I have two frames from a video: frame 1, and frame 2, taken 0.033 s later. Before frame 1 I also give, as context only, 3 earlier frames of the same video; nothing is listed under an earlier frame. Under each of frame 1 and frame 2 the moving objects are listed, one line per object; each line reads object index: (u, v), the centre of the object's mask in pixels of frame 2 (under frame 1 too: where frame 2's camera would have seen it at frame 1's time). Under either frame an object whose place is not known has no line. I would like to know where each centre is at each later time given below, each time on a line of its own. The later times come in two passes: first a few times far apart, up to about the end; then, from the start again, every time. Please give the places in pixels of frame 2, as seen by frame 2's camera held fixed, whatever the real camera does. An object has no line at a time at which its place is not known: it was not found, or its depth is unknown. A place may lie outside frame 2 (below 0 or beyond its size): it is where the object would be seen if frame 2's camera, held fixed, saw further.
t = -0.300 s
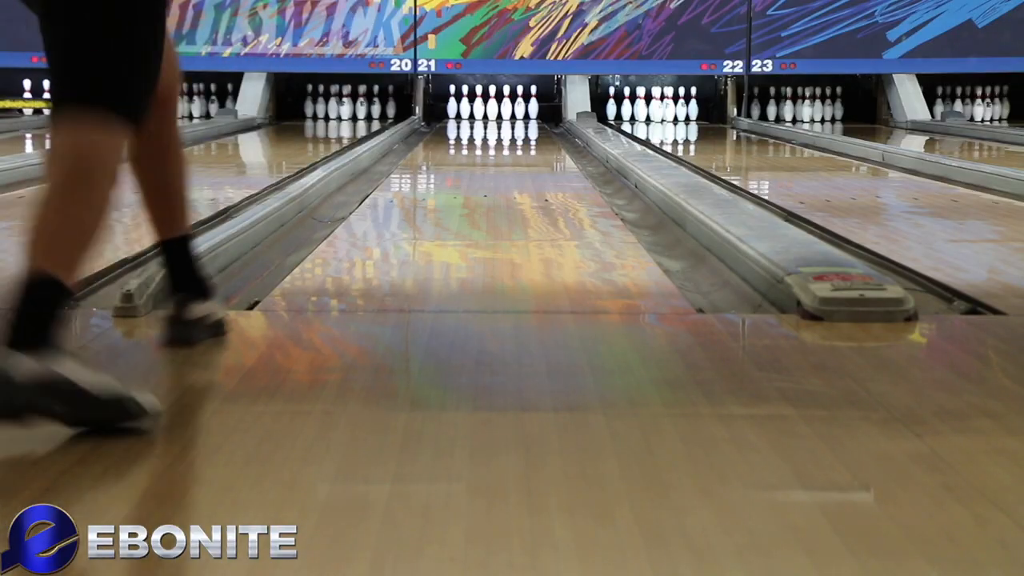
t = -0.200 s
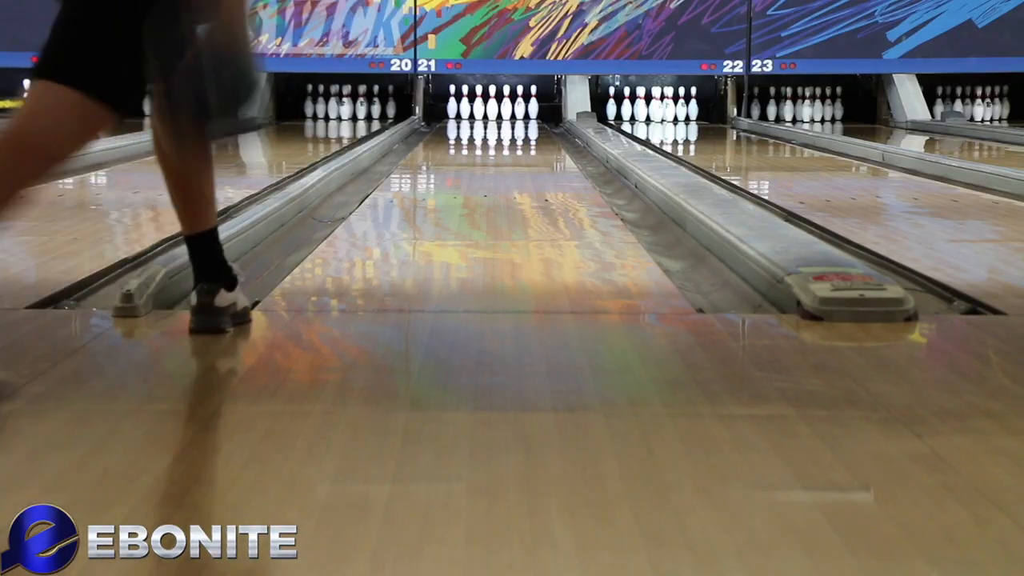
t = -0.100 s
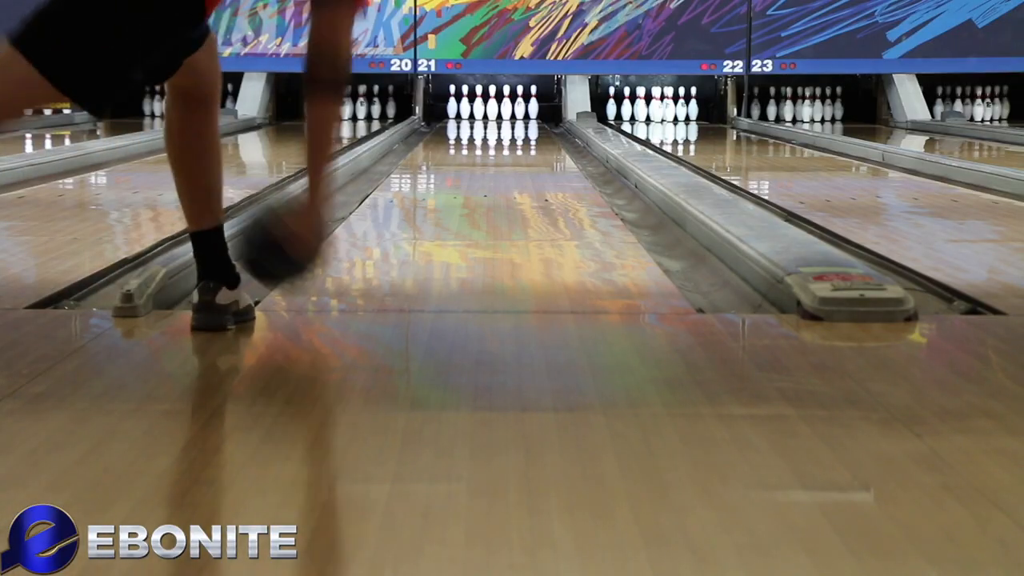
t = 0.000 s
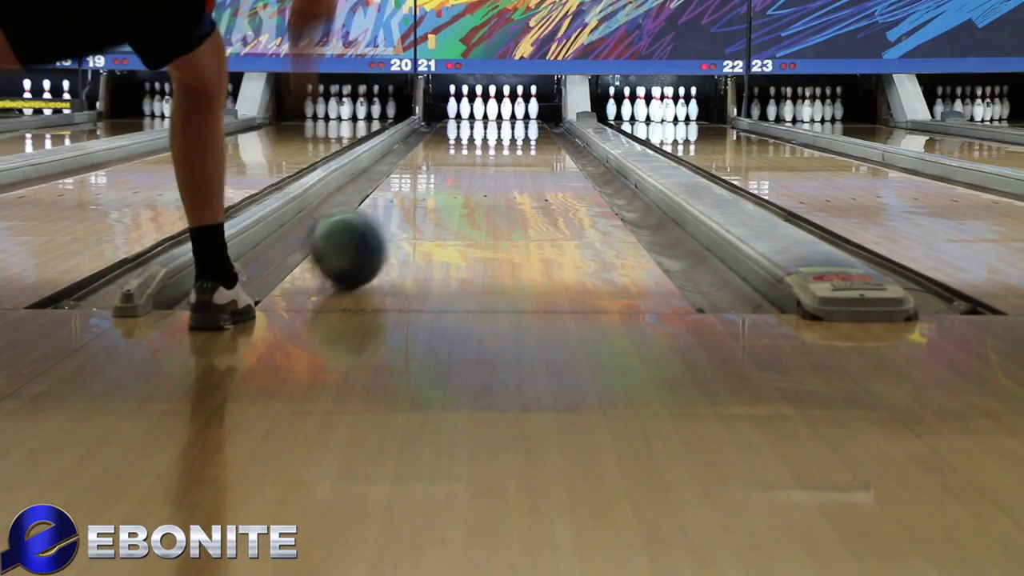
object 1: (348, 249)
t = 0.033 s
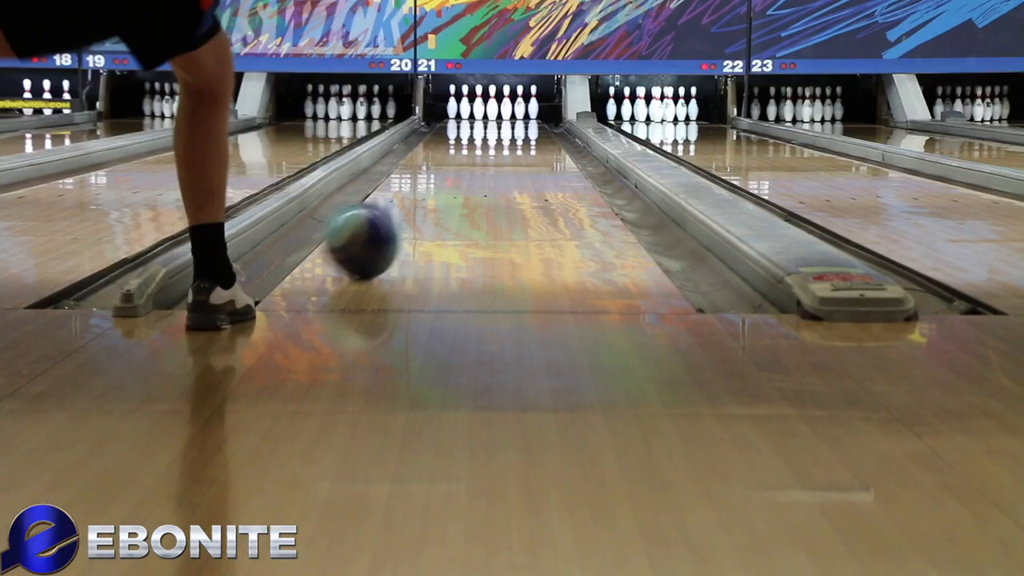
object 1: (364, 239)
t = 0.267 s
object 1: (435, 199)
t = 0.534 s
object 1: (483, 171)
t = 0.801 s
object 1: (511, 152)
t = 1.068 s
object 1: (528, 139)
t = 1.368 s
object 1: (538, 130)
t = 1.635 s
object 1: (536, 123)
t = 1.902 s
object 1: (526, 118)
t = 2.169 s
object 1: (507, 113)
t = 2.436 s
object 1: (497, 110)
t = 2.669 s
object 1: (493, 111)
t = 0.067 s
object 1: (375, 232)
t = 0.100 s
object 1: (388, 226)
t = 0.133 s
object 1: (398, 219)
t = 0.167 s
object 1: (408, 214)
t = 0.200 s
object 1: (418, 208)
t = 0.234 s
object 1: (427, 204)
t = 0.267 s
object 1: (435, 199)
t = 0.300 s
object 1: (443, 195)
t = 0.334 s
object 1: (450, 191)
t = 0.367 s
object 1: (456, 187)
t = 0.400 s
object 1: (461, 185)
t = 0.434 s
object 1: (467, 180)
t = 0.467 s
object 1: (473, 177)
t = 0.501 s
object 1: (477, 174)
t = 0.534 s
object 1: (483, 171)
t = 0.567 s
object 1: (487, 168)
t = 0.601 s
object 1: (491, 166)
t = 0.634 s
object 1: (495, 164)
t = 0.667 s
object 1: (498, 161)
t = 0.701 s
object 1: (502, 159)
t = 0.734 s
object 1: (505, 157)
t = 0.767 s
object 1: (508, 155)
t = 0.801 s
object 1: (511, 152)
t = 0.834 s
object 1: (514, 150)
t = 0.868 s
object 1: (516, 149)
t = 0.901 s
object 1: (519, 147)
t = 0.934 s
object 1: (521, 145)
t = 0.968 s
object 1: (523, 144)
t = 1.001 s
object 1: (525, 143)
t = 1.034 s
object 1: (527, 141)
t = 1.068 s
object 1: (528, 139)
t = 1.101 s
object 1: (530, 138)
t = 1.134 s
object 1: (531, 137)
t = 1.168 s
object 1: (533, 135)
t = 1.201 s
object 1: (534, 135)
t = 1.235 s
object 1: (535, 134)
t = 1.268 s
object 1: (536, 133)
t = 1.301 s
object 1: (536, 132)
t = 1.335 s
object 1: (537, 131)
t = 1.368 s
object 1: (538, 130)
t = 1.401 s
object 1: (539, 129)
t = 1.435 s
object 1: (538, 128)
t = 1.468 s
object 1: (538, 127)
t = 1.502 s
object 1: (538, 126)
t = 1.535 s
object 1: (538, 125)
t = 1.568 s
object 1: (538, 124)
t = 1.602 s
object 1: (537, 124)
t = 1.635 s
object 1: (536, 123)
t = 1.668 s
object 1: (536, 123)
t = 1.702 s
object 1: (535, 122)
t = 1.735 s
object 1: (534, 121)
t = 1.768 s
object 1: (533, 120)
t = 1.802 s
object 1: (531, 120)
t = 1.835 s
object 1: (529, 119)
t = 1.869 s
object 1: (527, 118)
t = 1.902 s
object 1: (526, 118)
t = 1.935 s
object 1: (523, 117)
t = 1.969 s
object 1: (521, 117)
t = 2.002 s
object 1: (520, 116)
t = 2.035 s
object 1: (517, 115)
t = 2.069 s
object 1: (515, 115)
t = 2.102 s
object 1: (511, 114)
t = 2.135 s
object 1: (509, 114)
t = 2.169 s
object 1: (507, 113)
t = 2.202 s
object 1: (504, 112)
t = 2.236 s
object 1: (501, 112)
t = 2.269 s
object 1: (498, 111)
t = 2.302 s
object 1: (498, 111)
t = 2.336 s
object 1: (497, 111)
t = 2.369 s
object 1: (497, 110)
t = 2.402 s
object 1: (496, 110)
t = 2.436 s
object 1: (497, 110)
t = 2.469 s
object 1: (497, 109)
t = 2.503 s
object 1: (496, 109)
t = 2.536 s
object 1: (496, 109)
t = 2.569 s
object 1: (495, 109)
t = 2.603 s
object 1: (494, 109)
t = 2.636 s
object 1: (493, 110)
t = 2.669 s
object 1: (493, 111)
